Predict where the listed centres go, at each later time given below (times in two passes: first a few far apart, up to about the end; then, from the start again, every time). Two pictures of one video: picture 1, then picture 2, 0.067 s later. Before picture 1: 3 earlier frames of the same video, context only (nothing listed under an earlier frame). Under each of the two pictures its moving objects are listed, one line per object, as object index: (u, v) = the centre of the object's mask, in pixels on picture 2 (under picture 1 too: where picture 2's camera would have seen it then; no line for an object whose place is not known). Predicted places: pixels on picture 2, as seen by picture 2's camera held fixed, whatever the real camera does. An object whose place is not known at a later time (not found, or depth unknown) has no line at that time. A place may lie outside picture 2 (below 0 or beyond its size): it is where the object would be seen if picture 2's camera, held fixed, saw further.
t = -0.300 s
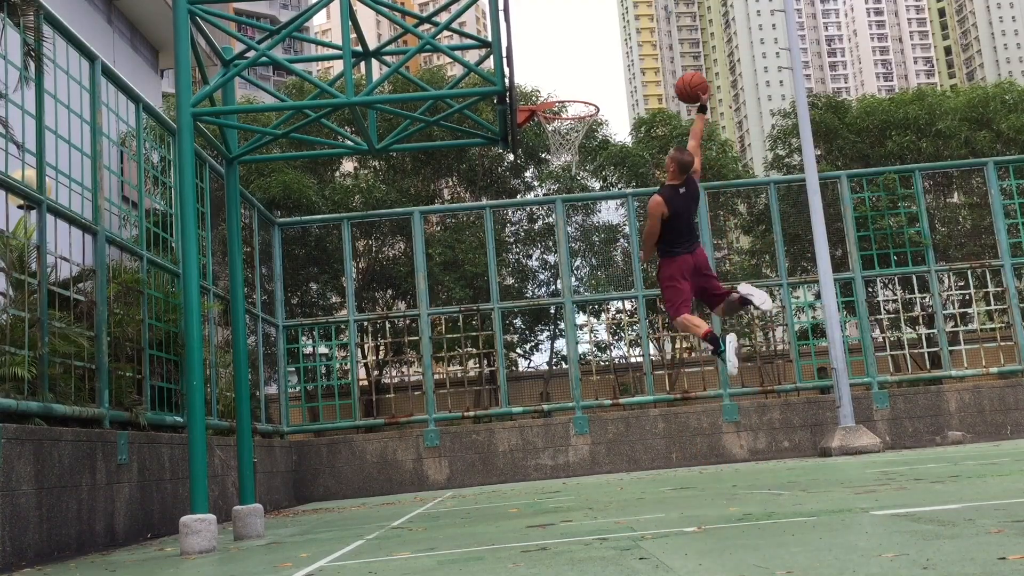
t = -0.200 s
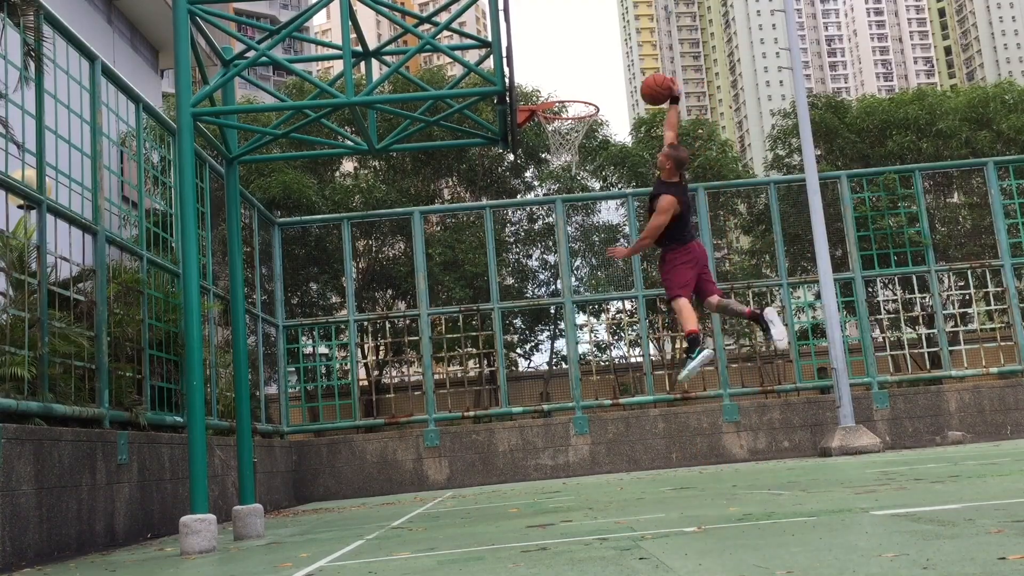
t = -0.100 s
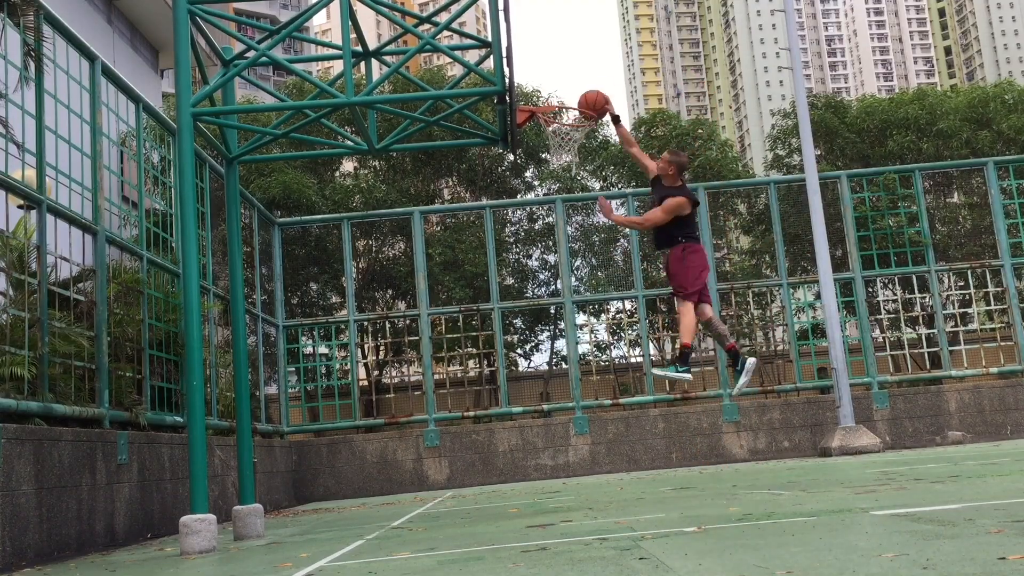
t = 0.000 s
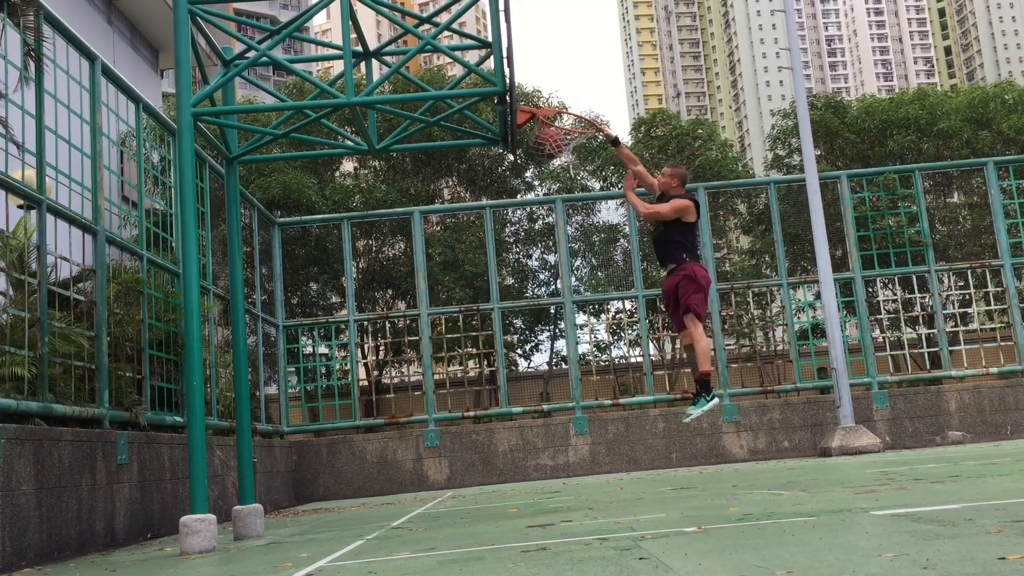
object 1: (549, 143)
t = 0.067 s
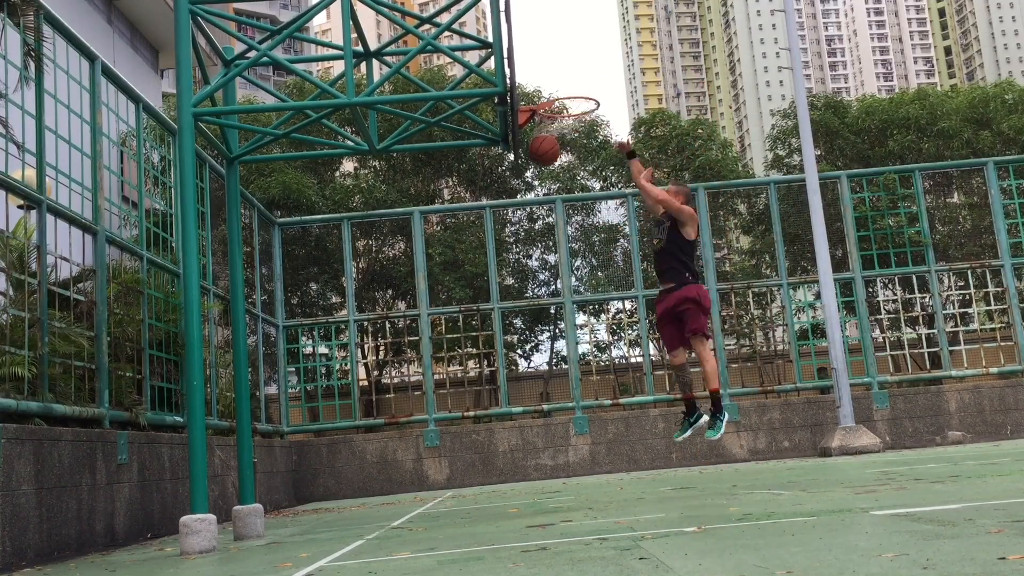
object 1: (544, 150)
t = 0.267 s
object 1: (547, 193)
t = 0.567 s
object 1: (562, 372)
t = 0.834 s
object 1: (580, 387)
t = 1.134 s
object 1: (606, 219)
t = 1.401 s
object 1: (643, 175)
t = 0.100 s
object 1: (545, 154)
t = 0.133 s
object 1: (545, 159)
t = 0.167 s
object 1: (545, 165)
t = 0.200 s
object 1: (546, 173)
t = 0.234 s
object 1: (547, 183)
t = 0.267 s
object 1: (547, 193)
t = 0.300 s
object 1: (548, 206)
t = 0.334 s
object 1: (550, 220)
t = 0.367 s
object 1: (552, 236)
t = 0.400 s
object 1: (553, 254)
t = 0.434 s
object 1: (555, 273)
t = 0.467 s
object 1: (556, 296)
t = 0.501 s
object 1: (558, 319)
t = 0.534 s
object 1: (560, 345)
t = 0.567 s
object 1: (562, 372)
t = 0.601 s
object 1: (564, 402)
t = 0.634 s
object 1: (567, 435)
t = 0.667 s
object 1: (570, 469)
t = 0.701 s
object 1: (573, 500)
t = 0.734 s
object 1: (574, 469)
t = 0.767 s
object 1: (577, 440)
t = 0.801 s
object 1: (578, 413)
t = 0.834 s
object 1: (580, 387)
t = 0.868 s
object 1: (583, 362)
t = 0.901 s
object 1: (585, 340)
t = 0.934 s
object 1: (587, 317)
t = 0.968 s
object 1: (590, 298)
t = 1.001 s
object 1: (593, 279)
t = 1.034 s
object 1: (596, 261)
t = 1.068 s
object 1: (599, 245)
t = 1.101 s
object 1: (603, 231)
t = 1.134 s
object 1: (606, 219)
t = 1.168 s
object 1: (610, 208)
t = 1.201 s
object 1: (614, 198)
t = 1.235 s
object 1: (619, 190)
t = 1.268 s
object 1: (623, 184)
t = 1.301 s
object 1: (628, 179)
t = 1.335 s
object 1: (633, 176)
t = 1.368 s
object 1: (638, 175)
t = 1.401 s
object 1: (643, 175)
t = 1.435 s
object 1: (648, 176)
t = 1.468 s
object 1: (654, 180)
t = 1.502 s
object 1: (660, 185)
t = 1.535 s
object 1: (667, 193)
